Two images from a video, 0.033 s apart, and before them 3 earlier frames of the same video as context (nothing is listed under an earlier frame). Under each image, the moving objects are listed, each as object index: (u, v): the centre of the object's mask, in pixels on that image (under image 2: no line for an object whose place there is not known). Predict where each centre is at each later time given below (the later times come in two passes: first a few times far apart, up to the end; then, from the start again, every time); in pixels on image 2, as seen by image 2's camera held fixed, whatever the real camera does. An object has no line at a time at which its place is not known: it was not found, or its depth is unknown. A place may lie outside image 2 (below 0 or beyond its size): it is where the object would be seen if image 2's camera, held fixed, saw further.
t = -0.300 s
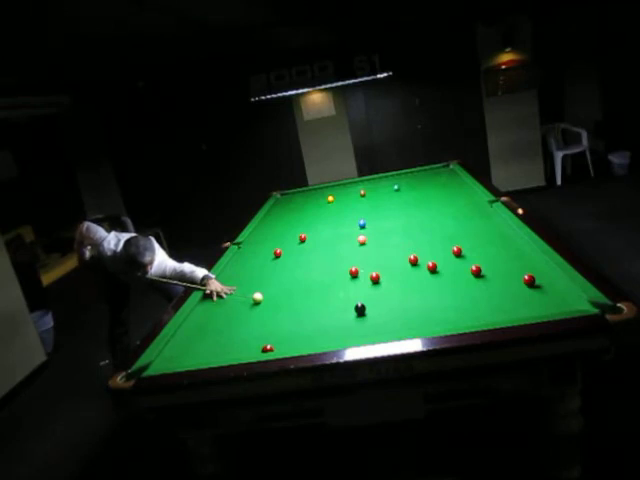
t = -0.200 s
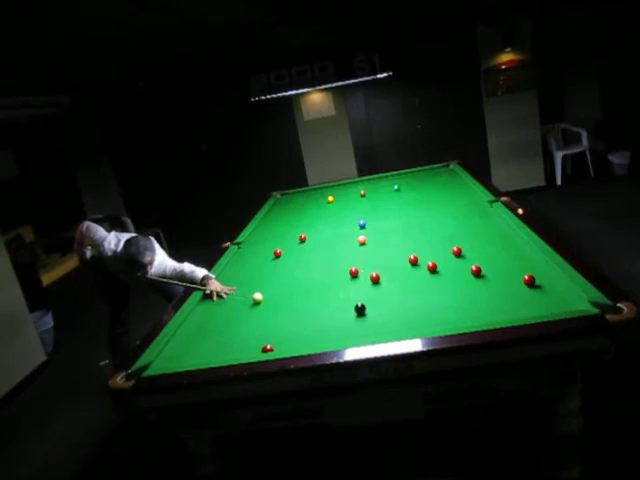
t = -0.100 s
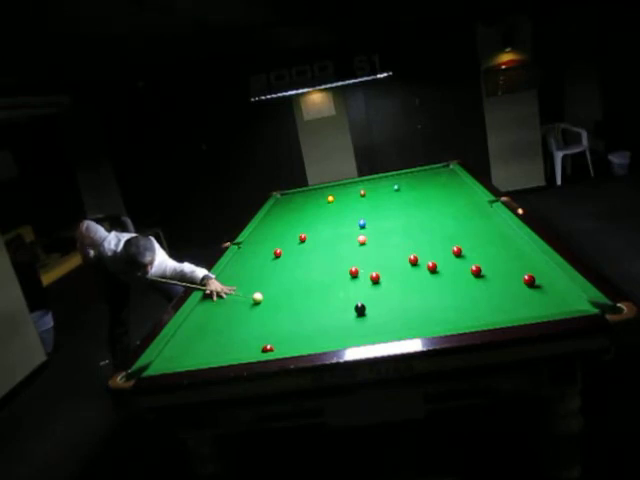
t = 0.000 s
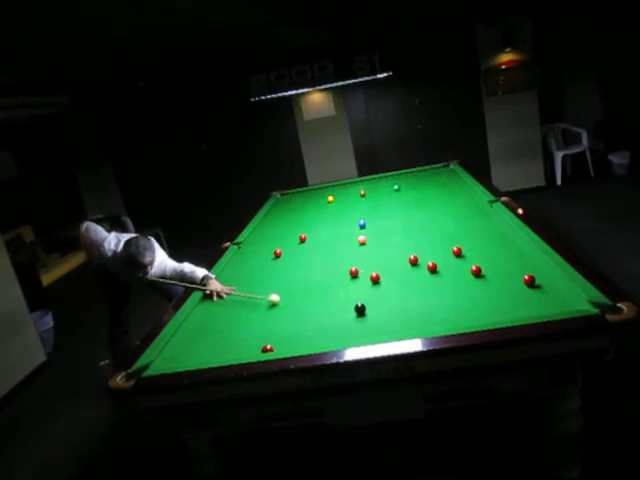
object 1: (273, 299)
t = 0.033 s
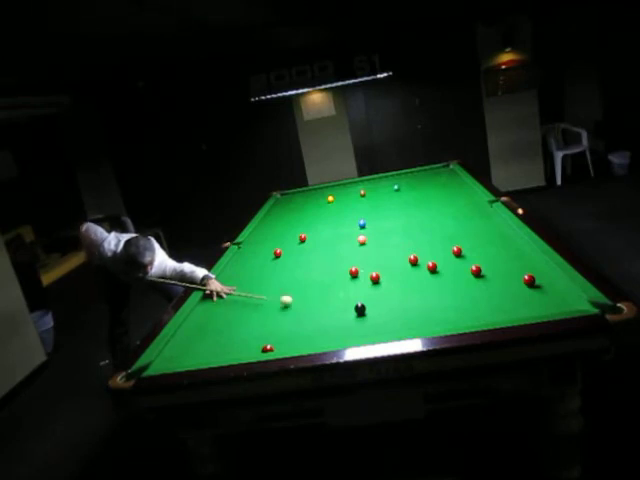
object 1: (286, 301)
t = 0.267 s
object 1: (348, 311)
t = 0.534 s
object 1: (364, 323)
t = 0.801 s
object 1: (385, 331)
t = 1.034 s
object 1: (395, 322)
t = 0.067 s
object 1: (298, 302)
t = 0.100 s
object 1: (311, 303)
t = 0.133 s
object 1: (323, 304)
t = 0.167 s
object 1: (335, 306)
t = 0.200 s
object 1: (347, 308)
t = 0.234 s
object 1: (348, 309)
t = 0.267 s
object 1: (348, 311)
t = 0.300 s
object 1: (348, 312)
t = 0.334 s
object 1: (350, 314)
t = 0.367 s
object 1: (351, 315)
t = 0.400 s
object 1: (353, 317)
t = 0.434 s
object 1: (356, 319)
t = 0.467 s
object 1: (359, 320)
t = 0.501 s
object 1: (361, 321)
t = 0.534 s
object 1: (364, 323)
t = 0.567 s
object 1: (367, 325)
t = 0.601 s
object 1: (370, 327)
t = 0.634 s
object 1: (372, 328)
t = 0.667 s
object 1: (375, 329)
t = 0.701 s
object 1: (377, 330)
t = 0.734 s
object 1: (380, 331)
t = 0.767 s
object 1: (383, 332)
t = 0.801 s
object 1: (385, 331)
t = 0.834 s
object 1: (386, 330)
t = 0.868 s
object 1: (388, 329)
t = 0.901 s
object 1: (389, 328)
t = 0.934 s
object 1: (391, 327)
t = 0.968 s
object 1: (392, 325)
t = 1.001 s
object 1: (393, 324)
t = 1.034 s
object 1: (395, 322)
